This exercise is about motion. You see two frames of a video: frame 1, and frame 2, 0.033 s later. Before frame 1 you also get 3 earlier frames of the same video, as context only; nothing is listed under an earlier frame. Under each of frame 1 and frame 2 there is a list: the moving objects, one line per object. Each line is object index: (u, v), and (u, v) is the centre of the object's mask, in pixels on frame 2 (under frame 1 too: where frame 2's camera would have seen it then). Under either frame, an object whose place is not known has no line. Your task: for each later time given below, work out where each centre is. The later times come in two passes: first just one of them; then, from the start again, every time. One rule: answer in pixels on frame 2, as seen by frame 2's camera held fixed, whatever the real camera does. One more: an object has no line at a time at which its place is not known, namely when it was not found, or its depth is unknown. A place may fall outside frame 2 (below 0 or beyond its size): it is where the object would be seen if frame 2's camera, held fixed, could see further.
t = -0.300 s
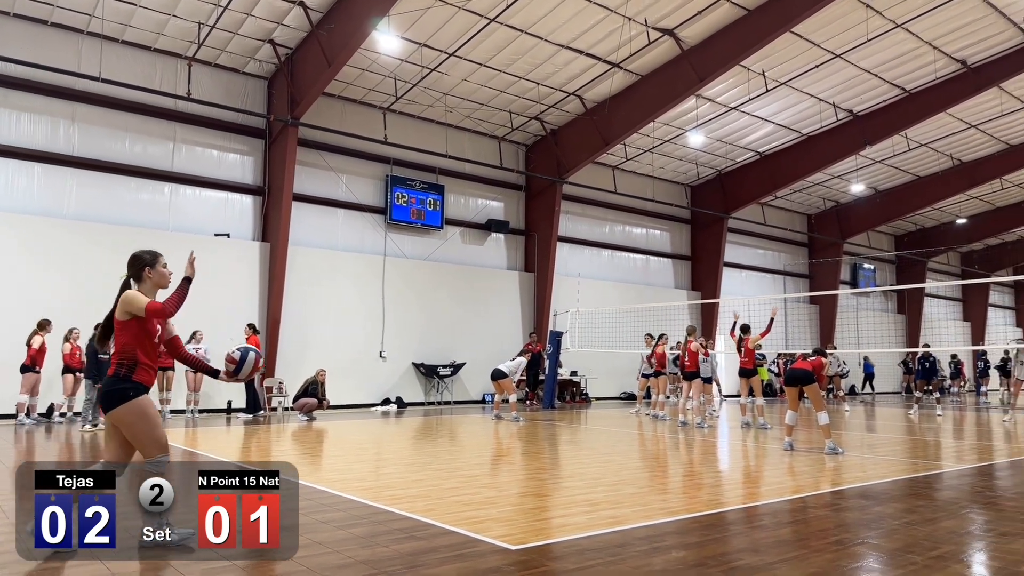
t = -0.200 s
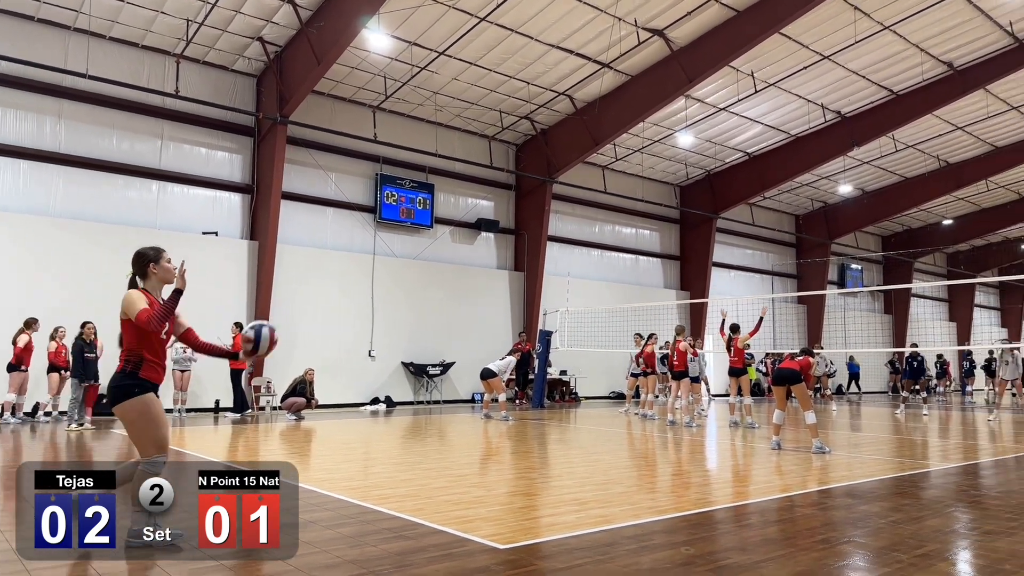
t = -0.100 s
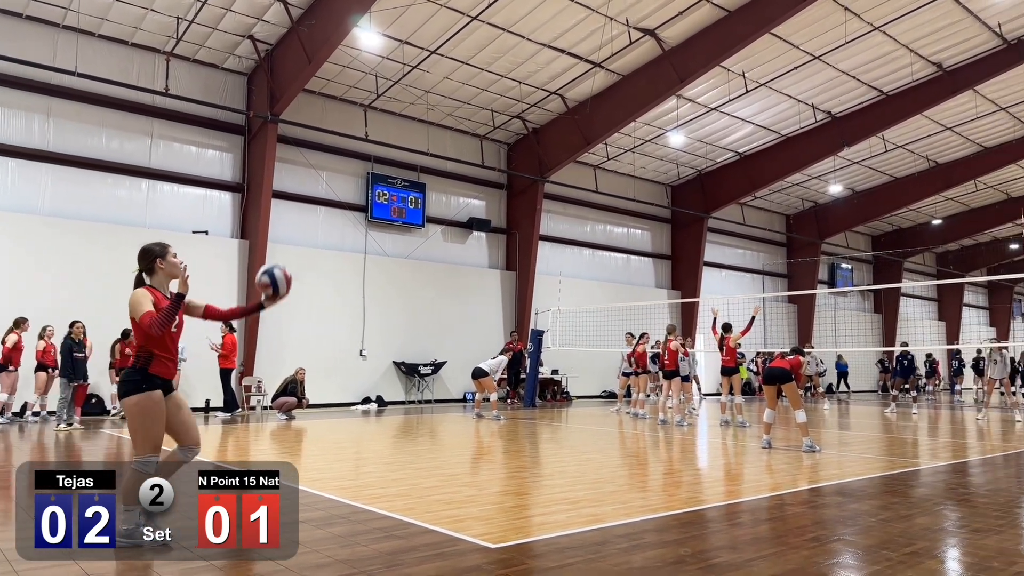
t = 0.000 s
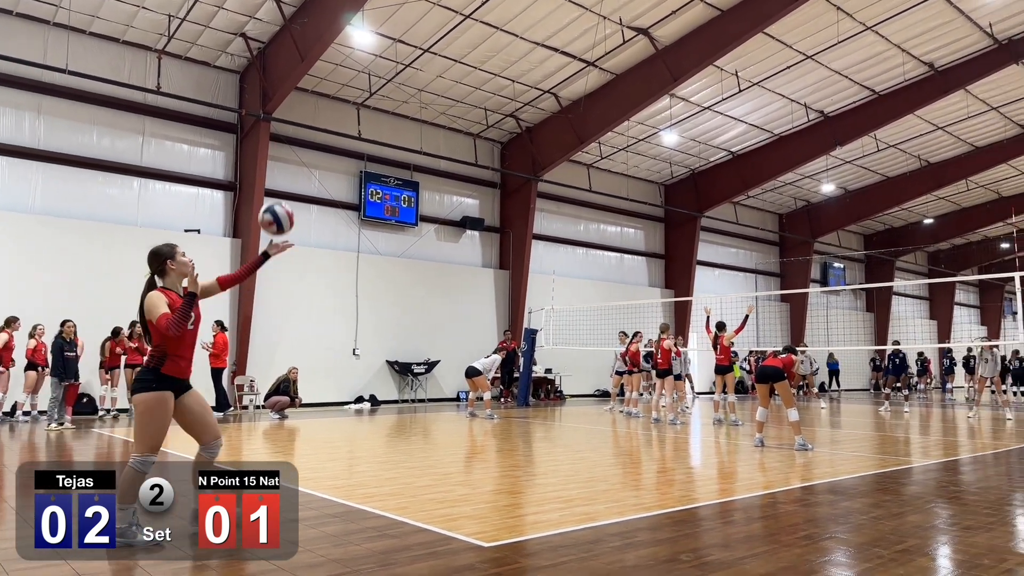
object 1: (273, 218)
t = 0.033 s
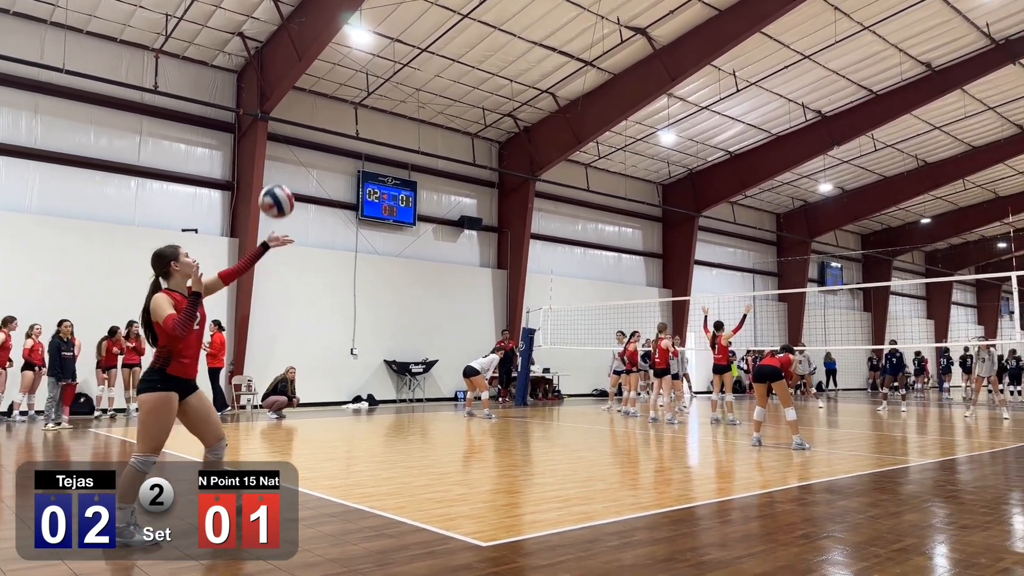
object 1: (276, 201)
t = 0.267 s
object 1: (295, 136)
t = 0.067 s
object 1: (279, 186)
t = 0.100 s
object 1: (282, 174)
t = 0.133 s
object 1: (284, 163)
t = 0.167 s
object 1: (287, 153)
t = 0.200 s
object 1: (290, 146)
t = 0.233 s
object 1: (292, 140)
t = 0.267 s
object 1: (295, 136)
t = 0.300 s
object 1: (297, 134)
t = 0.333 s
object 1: (298, 133)
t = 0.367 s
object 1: (300, 134)
